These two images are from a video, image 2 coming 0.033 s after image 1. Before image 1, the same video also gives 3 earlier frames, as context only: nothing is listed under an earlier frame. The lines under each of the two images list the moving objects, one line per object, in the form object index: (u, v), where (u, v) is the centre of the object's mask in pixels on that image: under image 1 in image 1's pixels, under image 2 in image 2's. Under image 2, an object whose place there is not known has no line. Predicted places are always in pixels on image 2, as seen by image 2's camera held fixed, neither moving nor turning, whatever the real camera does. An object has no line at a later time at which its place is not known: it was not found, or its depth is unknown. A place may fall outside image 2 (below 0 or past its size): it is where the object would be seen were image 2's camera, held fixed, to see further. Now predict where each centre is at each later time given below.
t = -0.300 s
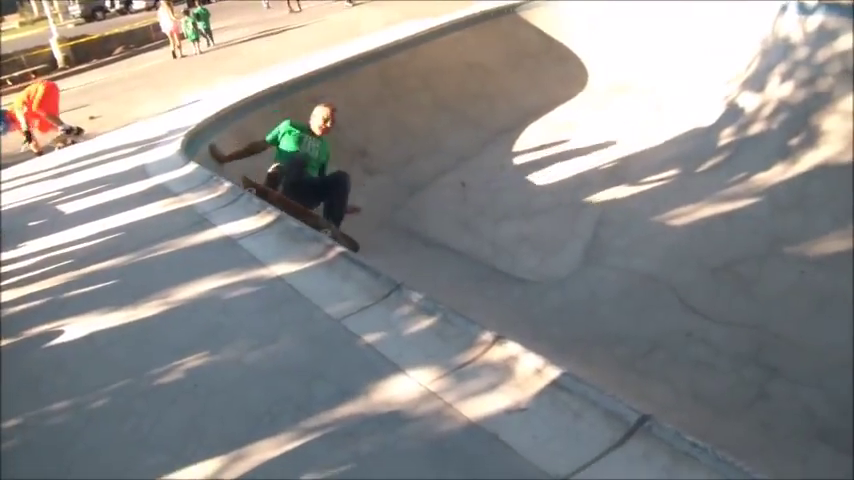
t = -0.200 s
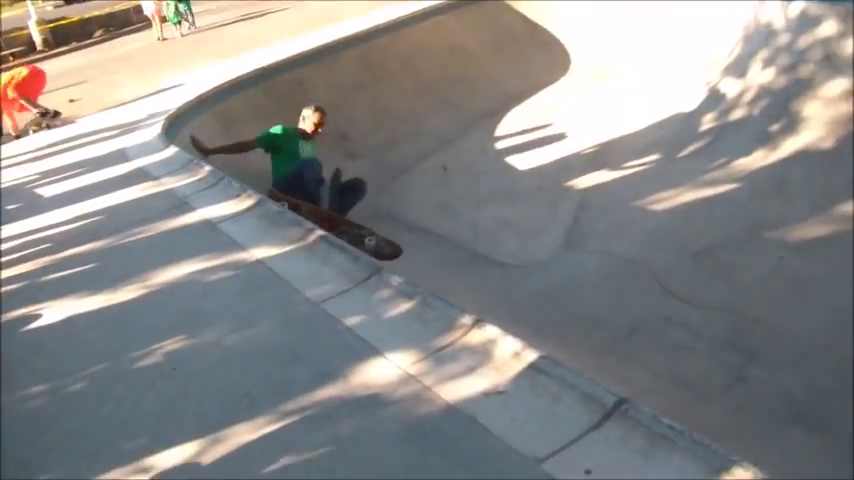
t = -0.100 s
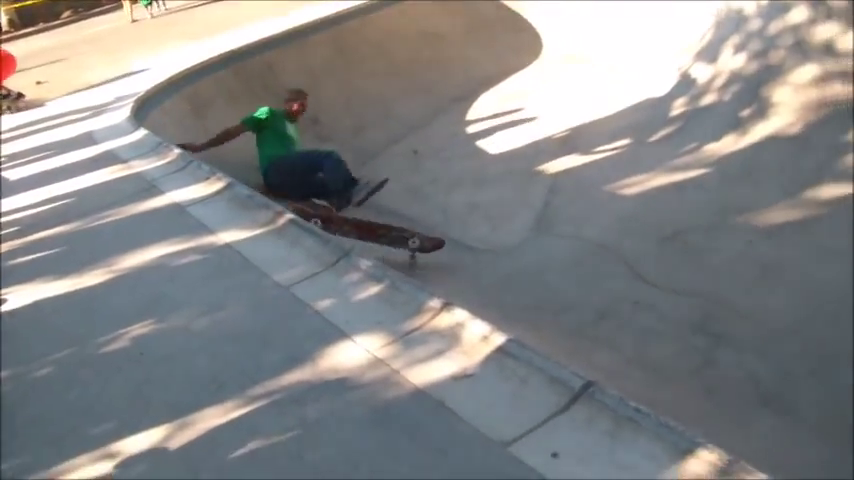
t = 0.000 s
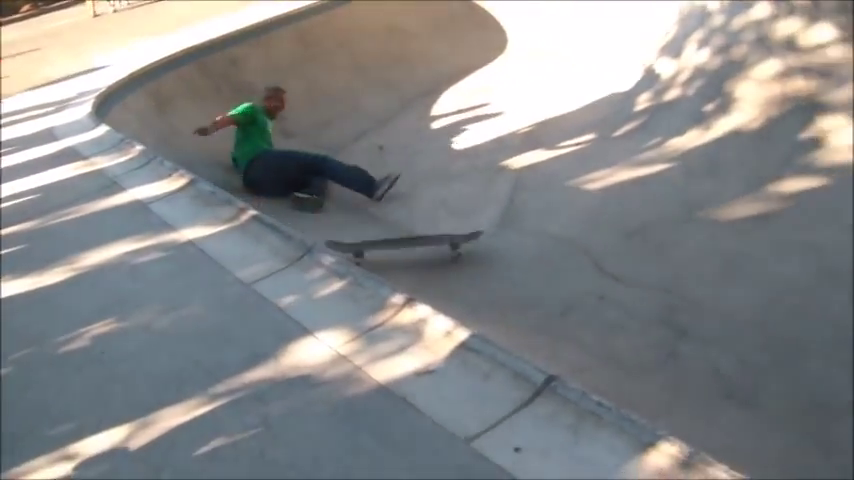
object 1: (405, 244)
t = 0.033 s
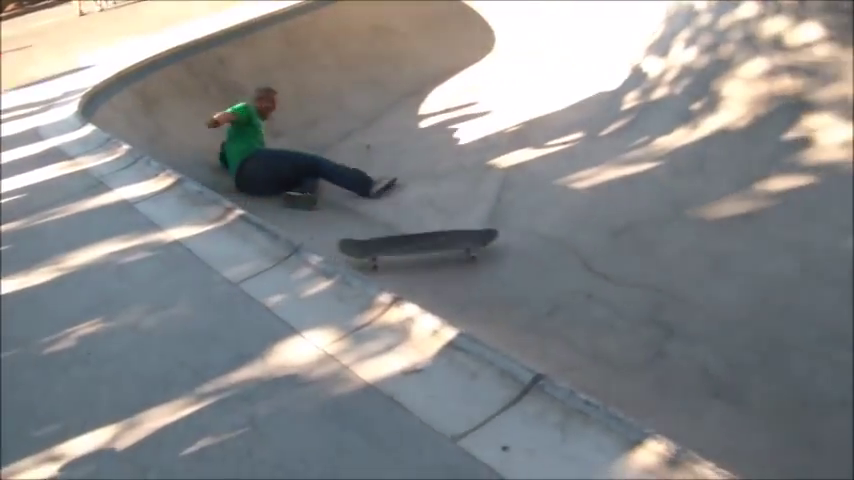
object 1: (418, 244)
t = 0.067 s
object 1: (444, 242)
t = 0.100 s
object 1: (470, 240)
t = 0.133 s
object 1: (499, 238)
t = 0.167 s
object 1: (524, 234)
